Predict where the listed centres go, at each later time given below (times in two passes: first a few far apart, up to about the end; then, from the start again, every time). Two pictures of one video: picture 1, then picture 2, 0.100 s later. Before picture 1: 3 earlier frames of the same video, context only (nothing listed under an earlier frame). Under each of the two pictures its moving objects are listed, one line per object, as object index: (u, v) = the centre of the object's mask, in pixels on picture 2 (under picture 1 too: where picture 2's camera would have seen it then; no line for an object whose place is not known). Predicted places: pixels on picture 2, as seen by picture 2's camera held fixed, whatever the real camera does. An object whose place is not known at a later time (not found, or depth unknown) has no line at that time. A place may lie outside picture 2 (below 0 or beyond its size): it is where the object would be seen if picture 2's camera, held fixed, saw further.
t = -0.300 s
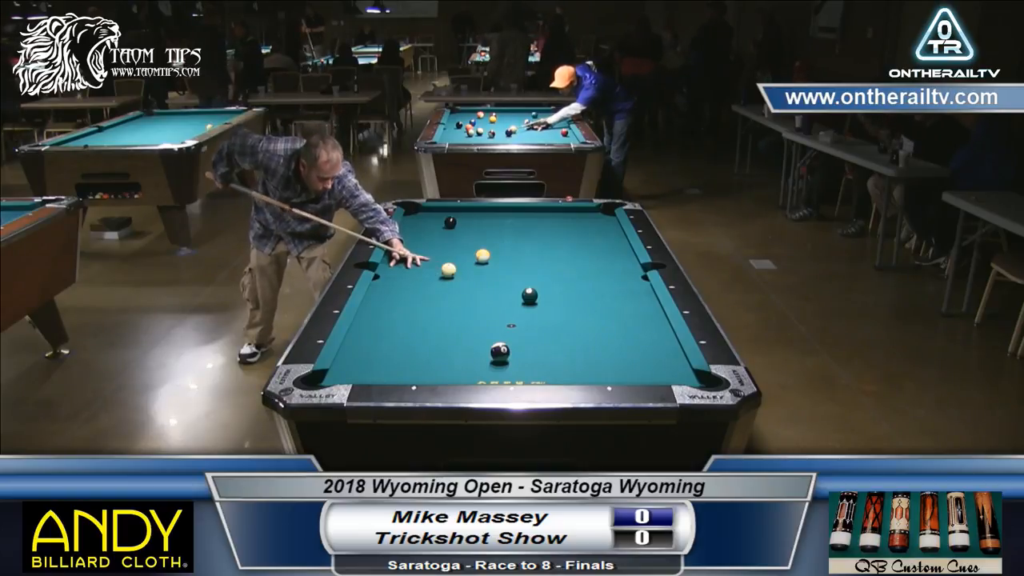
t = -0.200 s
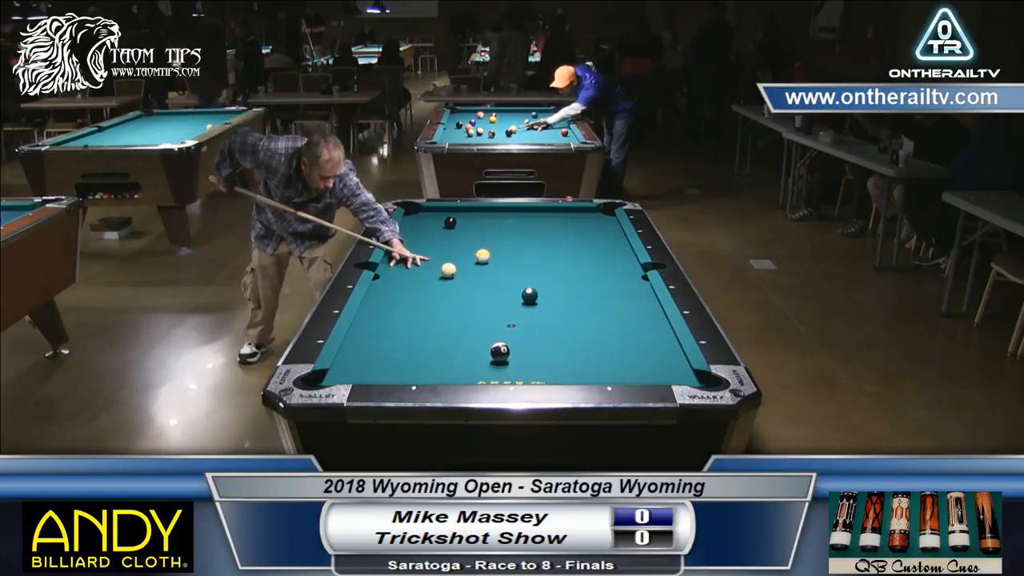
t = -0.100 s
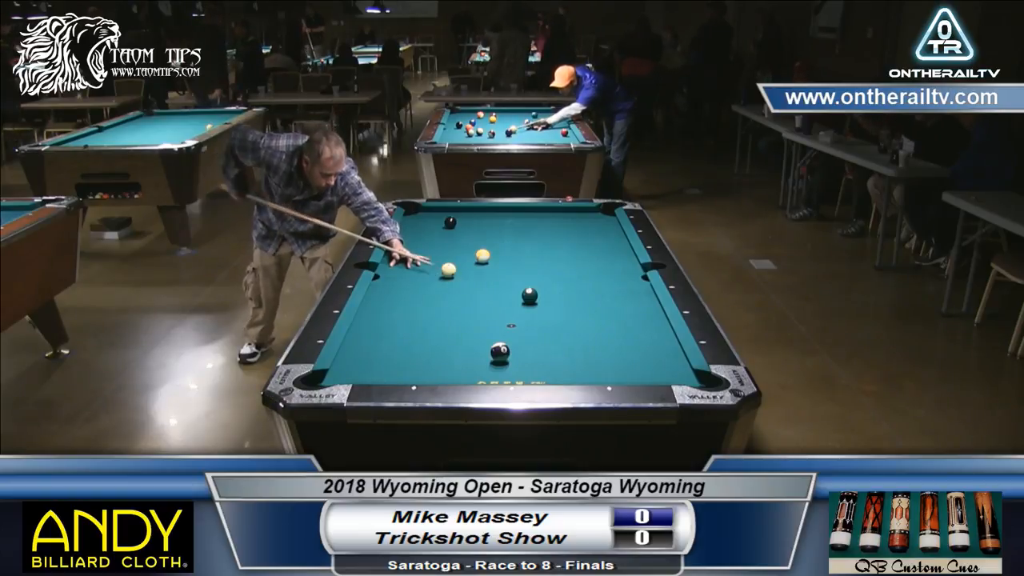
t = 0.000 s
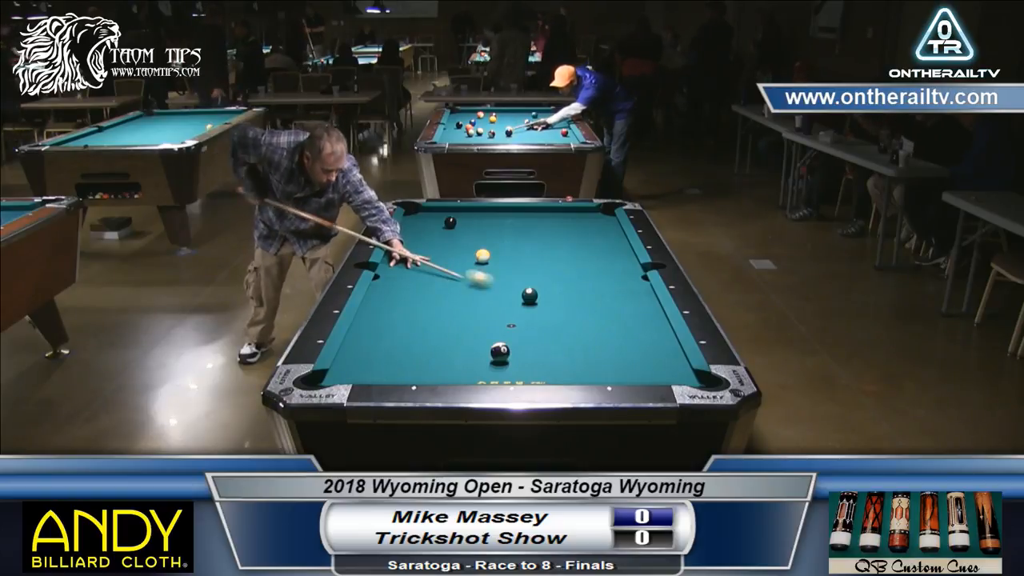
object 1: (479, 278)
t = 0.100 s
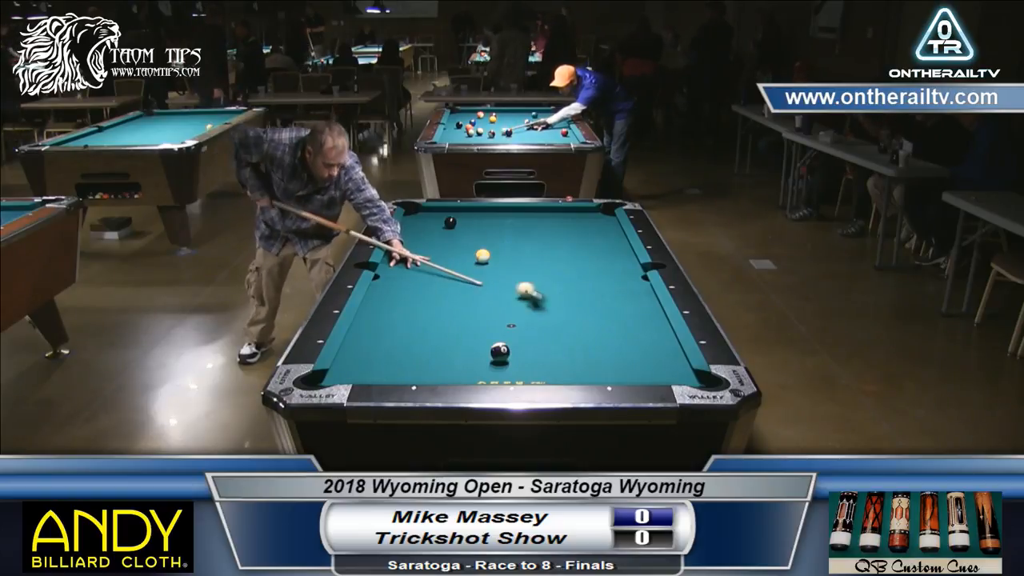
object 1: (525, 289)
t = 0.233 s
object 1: (546, 287)
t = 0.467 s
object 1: (579, 283)
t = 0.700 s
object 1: (610, 279)
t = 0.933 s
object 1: (638, 276)
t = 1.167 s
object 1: (623, 271)
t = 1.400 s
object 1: (608, 267)
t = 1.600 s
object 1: (597, 264)
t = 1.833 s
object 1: (584, 260)
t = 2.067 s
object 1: (573, 257)
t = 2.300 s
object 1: (562, 254)
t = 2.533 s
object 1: (552, 251)
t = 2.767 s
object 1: (544, 249)
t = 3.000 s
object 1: (536, 246)
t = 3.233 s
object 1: (529, 244)
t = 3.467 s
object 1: (523, 242)
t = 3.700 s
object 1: (518, 241)
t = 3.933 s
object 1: (513, 239)
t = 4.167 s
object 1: (509, 238)
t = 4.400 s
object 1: (506, 237)
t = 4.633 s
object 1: (504, 236)
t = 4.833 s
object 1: (502, 236)
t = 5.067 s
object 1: (501, 235)
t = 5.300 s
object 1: (500, 234)
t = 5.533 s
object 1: (500, 234)
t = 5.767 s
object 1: (500, 234)
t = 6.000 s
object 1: (500, 234)
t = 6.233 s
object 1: (500, 234)
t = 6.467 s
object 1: (500, 234)
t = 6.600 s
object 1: (500, 234)
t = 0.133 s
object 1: (530, 289)
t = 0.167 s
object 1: (536, 288)
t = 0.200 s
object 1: (541, 288)
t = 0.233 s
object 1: (546, 287)
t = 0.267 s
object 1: (551, 287)
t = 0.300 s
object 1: (556, 286)
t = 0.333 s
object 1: (560, 286)
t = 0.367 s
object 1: (565, 285)
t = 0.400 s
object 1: (570, 284)
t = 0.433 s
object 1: (575, 284)
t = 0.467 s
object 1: (579, 283)
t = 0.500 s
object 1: (584, 283)
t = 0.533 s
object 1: (588, 282)
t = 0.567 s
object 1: (593, 281)
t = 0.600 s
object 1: (597, 281)
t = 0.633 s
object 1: (602, 280)
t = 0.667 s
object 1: (606, 280)
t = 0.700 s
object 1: (610, 279)
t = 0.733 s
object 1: (615, 279)
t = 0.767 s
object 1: (619, 278)
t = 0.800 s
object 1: (623, 278)
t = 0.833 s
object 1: (627, 277)
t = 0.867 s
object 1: (631, 277)
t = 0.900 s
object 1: (635, 276)
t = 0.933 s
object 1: (638, 276)
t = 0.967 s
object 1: (636, 275)
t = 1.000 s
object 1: (634, 274)
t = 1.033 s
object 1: (632, 274)
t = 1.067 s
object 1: (629, 273)
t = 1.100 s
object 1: (627, 272)
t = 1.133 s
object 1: (625, 272)
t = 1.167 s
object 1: (623, 271)
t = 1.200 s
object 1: (621, 270)
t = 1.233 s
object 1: (619, 270)
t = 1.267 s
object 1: (616, 269)
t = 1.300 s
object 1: (614, 269)
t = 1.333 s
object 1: (612, 268)
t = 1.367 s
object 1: (610, 267)
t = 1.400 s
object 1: (608, 267)
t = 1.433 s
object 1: (606, 266)
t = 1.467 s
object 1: (604, 266)
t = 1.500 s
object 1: (602, 265)
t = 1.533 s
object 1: (600, 265)
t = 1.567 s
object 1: (598, 264)
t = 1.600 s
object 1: (597, 264)
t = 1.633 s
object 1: (595, 263)
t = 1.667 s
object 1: (593, 263)
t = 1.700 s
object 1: (591, 262)
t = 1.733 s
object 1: (589, 261)
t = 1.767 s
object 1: (588, 261)
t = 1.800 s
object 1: (586, 260)
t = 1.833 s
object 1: (584, 260)
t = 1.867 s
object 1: (582, 260)
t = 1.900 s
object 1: (581, 259)
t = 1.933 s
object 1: (579, 259)
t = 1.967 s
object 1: (577, 258)
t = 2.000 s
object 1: (576, 258)
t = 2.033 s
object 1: (574, 257)
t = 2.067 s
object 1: (573, 257)
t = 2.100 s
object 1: (571, 256)
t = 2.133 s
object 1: (570, 256)
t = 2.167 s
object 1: (568, 256)
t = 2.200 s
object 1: (567, 255)
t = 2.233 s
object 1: (565, 255)
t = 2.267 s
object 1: (563, 254)
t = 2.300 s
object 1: (562, 254)
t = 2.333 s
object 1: (561, 254)
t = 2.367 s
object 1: (559, 253)
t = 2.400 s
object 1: (558, 253)
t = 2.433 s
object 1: (557, 252)
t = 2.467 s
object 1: (555, 252)
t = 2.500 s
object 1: (554, 251)
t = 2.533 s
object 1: (552, 251)
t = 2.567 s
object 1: (551, 251)
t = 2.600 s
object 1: (550, 250)
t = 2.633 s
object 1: (549, 250)
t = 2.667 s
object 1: (547, 250)
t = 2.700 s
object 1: (546, 249)
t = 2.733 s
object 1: (545, 249)
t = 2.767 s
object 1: (544, 249)
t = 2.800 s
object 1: (543, 248)
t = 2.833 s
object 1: (542, 248)
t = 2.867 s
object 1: (540, 247)
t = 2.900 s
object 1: (539, 247)
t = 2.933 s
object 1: (538, 247)
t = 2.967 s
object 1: (537, 246)
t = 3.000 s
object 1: (536, 246)
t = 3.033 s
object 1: (535, 246)
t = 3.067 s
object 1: (534, 246)
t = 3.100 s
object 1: (533, 245)
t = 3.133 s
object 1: (532, 245)
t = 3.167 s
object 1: (531, 245)
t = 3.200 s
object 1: (530, 244)
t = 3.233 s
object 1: (529, 244)
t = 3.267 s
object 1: (528, 244)
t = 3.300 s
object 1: (527, 244)
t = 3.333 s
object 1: (526, 243)
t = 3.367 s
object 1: (526, 243)
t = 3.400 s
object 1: (525, 243)
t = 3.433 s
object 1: (524, 243)
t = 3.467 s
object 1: (523, 242)
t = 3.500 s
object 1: (522, 242)
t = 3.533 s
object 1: (521, 242)
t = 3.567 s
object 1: (521, 241)
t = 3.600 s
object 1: (520, 241)
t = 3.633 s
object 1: (519, 241)
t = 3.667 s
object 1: (519, 241)
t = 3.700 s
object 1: (518, 241)
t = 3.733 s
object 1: (517, 240)
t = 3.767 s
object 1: (516, 240)
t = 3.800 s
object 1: (516, 240)
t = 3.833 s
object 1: (515, 240)
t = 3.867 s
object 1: (514, 240)
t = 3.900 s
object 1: (514, 239)
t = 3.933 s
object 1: (513, 239)
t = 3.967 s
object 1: (512, 239)
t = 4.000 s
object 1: (512, 239)
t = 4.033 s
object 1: (512, 239)
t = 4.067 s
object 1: (511, 238)
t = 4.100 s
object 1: (510, 238)
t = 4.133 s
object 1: (510, 238)
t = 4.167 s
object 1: (509, 238)
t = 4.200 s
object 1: (509, 238)
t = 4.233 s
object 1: (508, 237)
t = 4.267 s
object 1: (508, 237)
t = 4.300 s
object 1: (507, 237)
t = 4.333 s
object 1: (507, 237)
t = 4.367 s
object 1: (506, 237)
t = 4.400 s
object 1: (506, 237)
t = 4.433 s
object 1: (506, 237)
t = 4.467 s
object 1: (506, 237)
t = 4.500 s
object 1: (505, 236)
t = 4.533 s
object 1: (505, 236)
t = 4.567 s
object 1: (504, 236)
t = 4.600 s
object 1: (504, 236)
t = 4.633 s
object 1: (504, 236)
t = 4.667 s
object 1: (504, 236)
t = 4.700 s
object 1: (503, 236)
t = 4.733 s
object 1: (503, 236)
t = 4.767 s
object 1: (503, 236)
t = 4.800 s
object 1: (503, 236)
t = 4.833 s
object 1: (502, 236)
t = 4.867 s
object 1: (502, 235)
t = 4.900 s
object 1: (502, 235)
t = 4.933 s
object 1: (502, 235)
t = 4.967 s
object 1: (501, 235)
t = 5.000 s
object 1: (501, 235)
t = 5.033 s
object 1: (501, 235)
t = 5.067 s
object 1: (501, 235)
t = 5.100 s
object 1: (501, 235)
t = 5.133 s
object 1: (501, 235)
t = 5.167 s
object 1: (500, 235)
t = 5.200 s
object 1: (500, 234)
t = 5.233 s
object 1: (500, 234)
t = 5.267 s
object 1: (500, 234)
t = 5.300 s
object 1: (500, 234)
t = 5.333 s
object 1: (500, 234)
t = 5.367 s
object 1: (500, 234)
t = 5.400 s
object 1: (500, 234)
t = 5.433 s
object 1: (500, 234)
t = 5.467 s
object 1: (500, 234)
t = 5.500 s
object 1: (500, 234)
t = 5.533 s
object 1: (500, 234)
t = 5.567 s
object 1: (500, 234)
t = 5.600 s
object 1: (499, 234)
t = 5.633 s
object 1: (499, 234)
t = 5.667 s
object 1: (499, 234)
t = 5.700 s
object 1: (499, 234)
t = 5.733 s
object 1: (500, 234)
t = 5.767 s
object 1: (500, 234)
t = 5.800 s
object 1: (500, 234)
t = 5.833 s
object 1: (500, 234)
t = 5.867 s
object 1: (500, 234)
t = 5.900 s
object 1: (500, 234)
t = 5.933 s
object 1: (500, 234)
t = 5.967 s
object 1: (500, 234)
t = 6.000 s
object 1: (500, 234)
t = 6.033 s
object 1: (500, 234)
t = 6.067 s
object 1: (499, 234)
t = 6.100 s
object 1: (499, 234)
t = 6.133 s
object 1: (499, 234)
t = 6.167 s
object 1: (499, 234)
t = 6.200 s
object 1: (499, 234)
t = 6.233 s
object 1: (500, 234)
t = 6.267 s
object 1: (500, 234)
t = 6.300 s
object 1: (500, 234)
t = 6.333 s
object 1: (500, 234)
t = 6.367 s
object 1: (500, 234)
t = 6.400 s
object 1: (500, 234)
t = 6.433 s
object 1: (500, 234)
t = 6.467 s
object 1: (500, 234)
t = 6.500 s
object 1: (500, 234)
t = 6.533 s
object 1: (500, 234)
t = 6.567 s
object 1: (500, 234)
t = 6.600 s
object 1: (500, 234)
